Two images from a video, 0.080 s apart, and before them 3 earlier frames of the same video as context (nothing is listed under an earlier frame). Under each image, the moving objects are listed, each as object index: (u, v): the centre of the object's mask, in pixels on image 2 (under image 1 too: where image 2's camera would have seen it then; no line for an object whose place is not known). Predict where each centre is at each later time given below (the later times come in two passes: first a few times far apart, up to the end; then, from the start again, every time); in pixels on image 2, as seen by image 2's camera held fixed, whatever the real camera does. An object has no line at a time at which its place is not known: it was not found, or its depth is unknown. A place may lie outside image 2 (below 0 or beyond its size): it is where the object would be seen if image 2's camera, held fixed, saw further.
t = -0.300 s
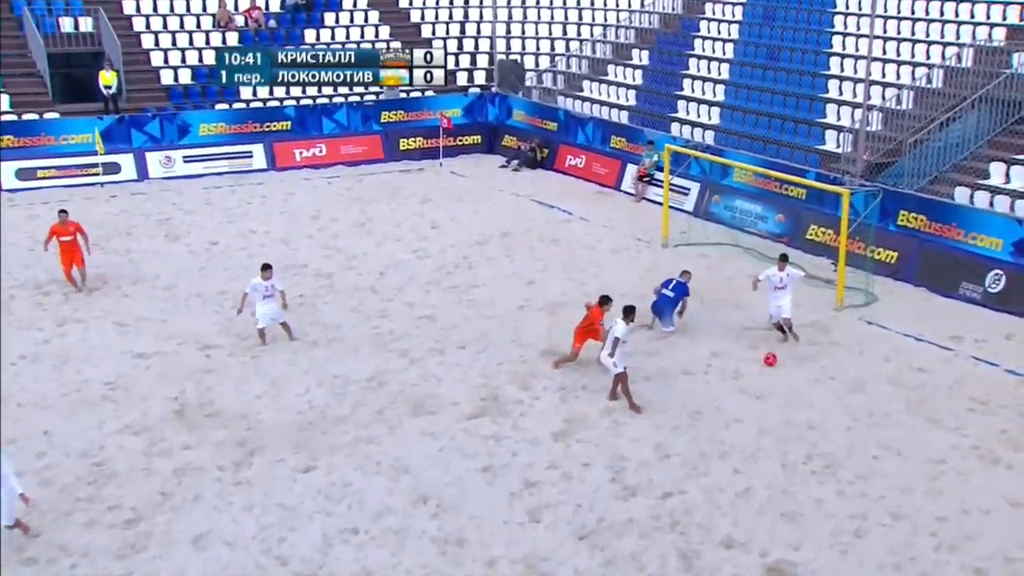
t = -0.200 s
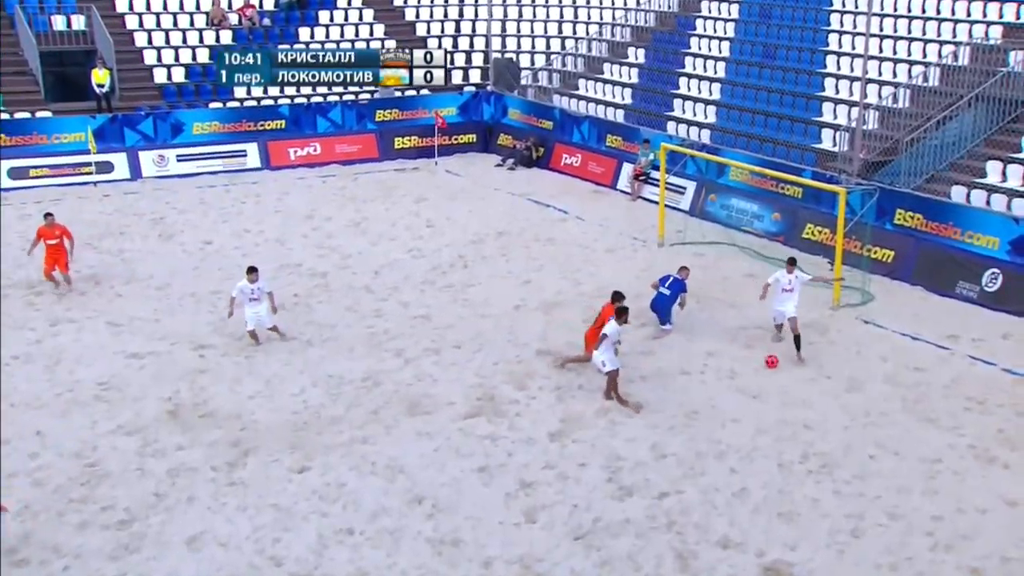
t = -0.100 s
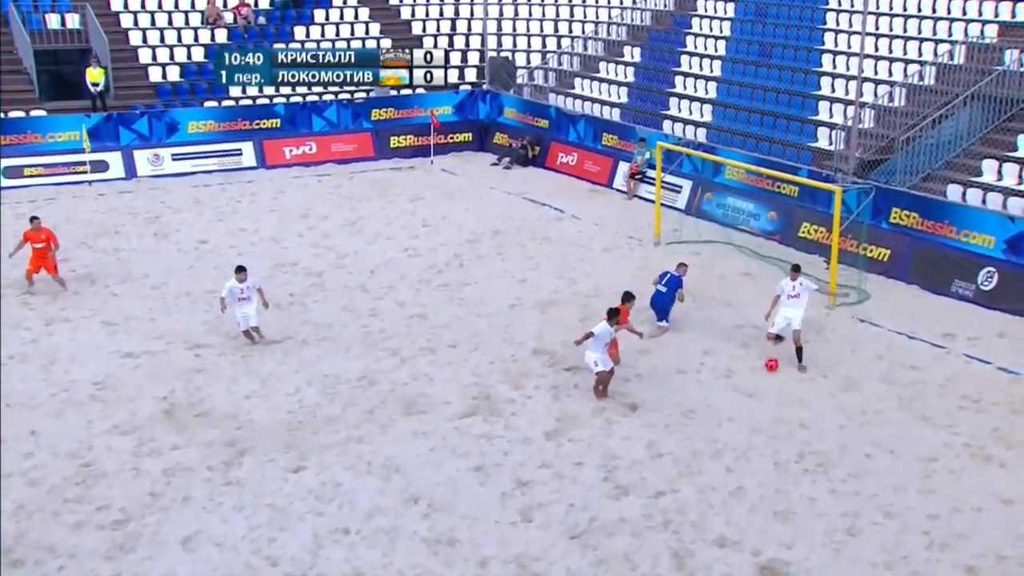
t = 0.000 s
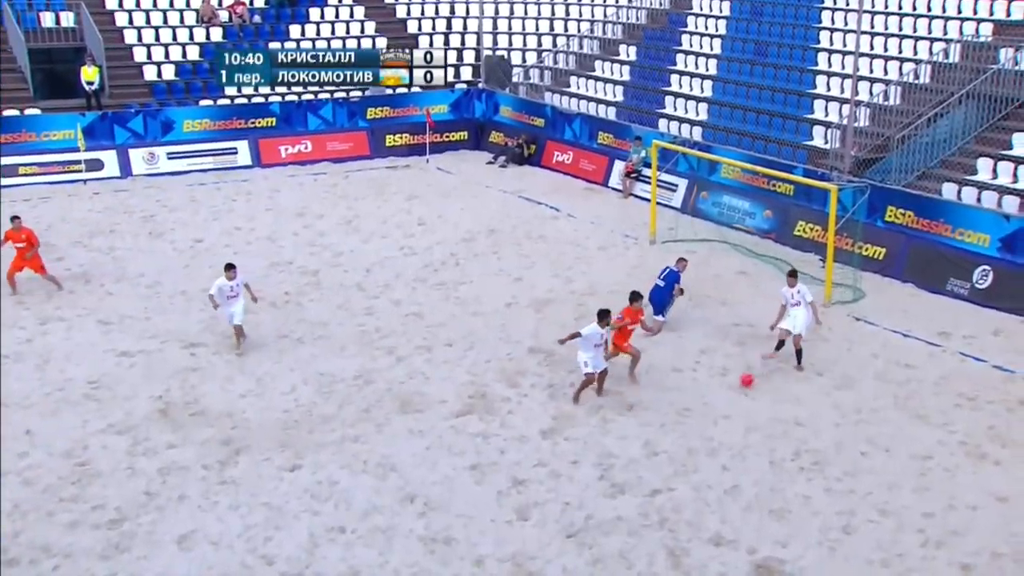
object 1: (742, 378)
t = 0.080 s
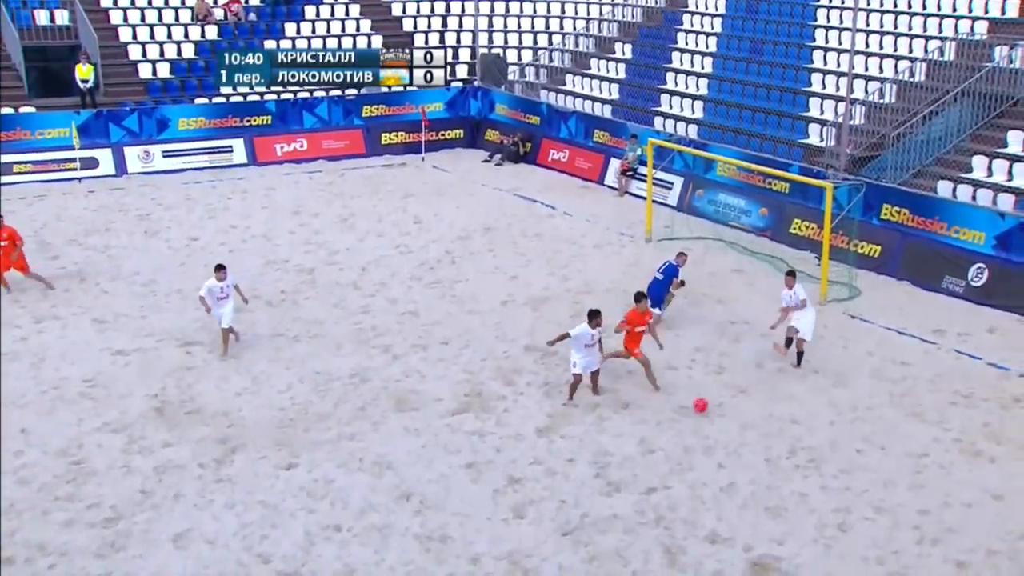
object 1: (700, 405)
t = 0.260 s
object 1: (593, 477)
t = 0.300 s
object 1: (570, 484)
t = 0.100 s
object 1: (689, 412)
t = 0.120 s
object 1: (678, 419)
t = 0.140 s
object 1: (667, 427)
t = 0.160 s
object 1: (655, 436)
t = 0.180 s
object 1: (642, 445)
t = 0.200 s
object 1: (630, 455)
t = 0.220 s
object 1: (617, 465)
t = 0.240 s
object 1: (604, 474)
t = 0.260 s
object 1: (593, 477)
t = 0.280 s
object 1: (582, 480)
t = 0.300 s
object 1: (570, 484)
